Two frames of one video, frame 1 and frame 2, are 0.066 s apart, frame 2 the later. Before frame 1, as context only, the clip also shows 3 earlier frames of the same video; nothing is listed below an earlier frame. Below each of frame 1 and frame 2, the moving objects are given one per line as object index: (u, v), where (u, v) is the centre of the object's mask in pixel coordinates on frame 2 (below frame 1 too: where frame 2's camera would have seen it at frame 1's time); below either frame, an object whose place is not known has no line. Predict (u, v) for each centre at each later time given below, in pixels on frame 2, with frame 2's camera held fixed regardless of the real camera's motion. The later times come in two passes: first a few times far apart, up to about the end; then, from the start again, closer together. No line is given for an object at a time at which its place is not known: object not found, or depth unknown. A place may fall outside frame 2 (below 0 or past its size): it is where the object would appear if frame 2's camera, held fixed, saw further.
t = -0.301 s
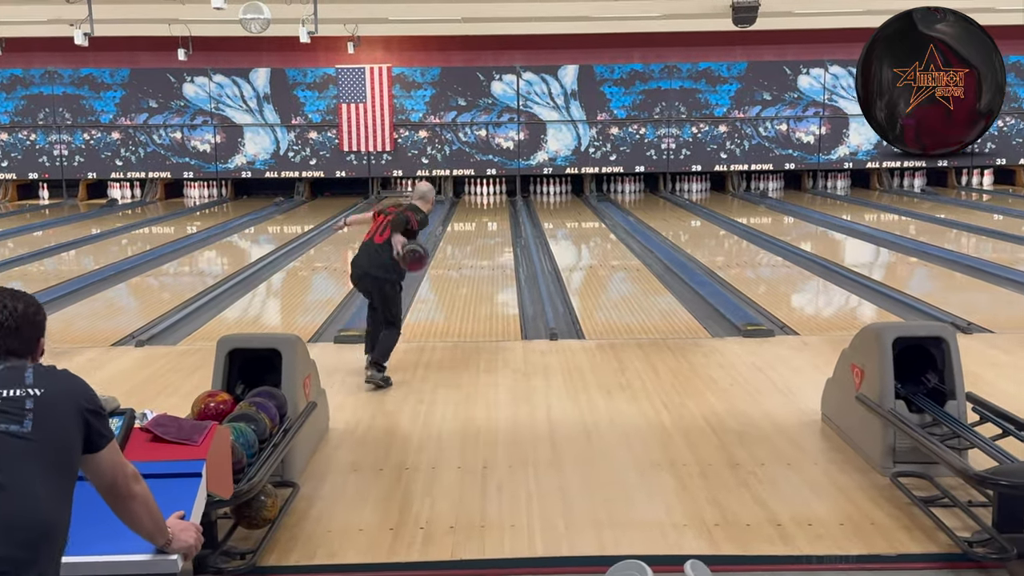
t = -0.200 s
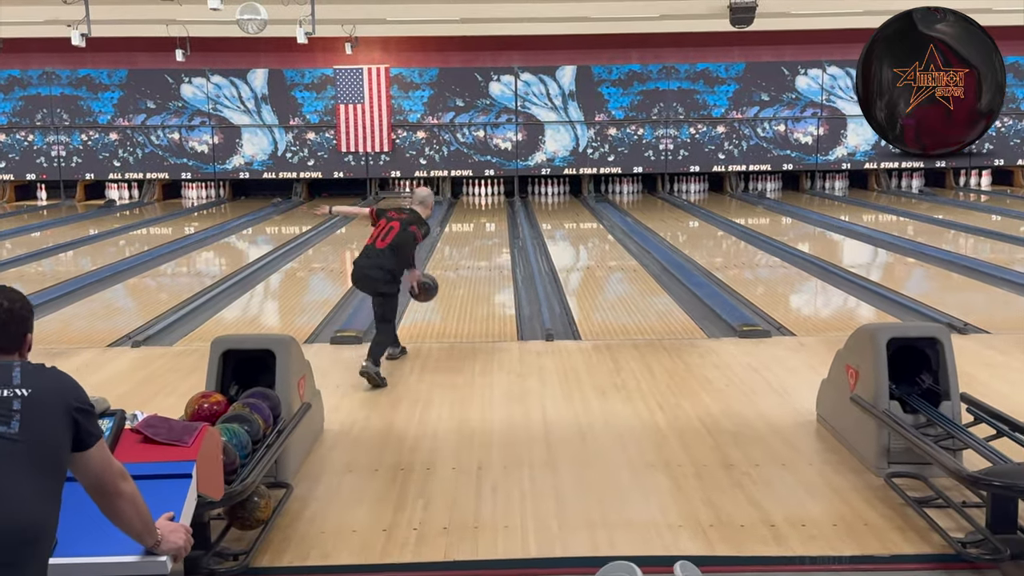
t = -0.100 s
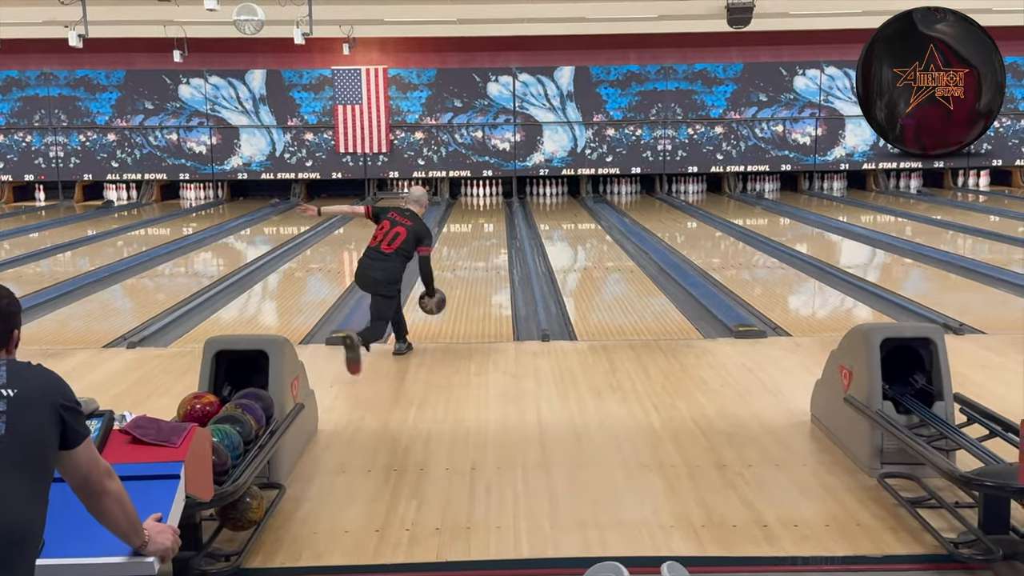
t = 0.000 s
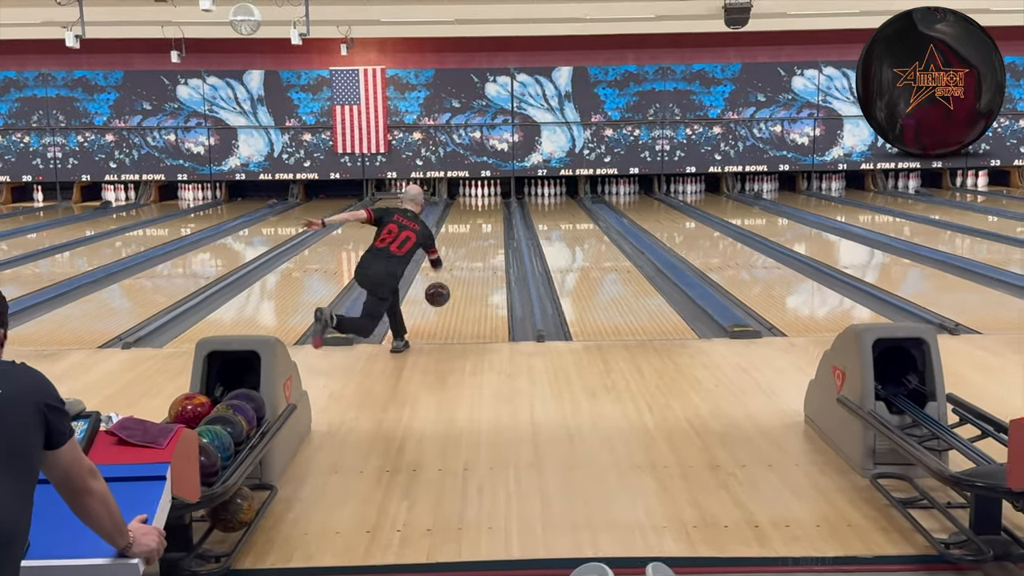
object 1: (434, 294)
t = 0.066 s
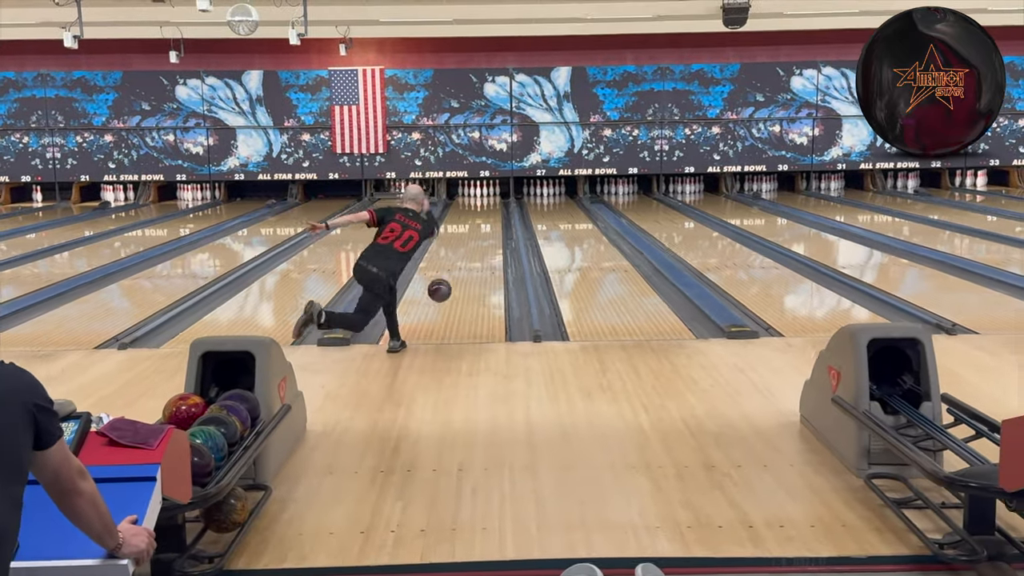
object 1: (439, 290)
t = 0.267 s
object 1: (453, 286)
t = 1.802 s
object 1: (490, 204)
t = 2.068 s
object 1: (487, 198)
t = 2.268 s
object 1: (483, 193)
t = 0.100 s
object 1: (442, 290)
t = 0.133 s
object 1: (444, 291)
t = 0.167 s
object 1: (447, 293)
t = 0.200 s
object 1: (449, 296)
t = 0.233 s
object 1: (451, 290)
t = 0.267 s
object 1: (453, 286)
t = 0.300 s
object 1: (455, 283)
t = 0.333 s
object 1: (457, 280)
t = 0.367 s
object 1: (458, 276)
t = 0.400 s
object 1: (461, 273)
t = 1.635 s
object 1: (491, 207)
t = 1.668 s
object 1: (490, 206)
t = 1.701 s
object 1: (491, 205)
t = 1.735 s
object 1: (490, 205)
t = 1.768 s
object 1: (489, 204)
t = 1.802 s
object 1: (490, 204)
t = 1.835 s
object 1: (490, 203)
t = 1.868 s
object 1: (491, 201)
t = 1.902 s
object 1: (491, 201)
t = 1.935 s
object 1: (489, 202)
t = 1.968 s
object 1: (489, 200)
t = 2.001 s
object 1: (488, 200)
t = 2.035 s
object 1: (488, 198)
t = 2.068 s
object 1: (487, 198)
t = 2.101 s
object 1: (487, 197)
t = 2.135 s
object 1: (485, 197)
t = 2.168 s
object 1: (483, 196)
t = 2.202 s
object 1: (483, 195)
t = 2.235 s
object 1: (484, 194)
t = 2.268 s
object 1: (483, 193)
